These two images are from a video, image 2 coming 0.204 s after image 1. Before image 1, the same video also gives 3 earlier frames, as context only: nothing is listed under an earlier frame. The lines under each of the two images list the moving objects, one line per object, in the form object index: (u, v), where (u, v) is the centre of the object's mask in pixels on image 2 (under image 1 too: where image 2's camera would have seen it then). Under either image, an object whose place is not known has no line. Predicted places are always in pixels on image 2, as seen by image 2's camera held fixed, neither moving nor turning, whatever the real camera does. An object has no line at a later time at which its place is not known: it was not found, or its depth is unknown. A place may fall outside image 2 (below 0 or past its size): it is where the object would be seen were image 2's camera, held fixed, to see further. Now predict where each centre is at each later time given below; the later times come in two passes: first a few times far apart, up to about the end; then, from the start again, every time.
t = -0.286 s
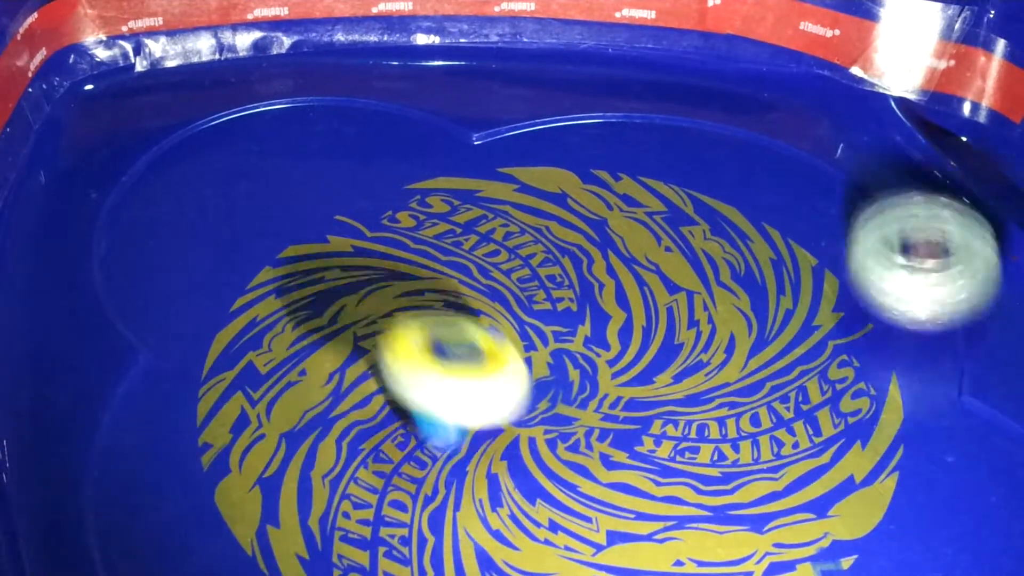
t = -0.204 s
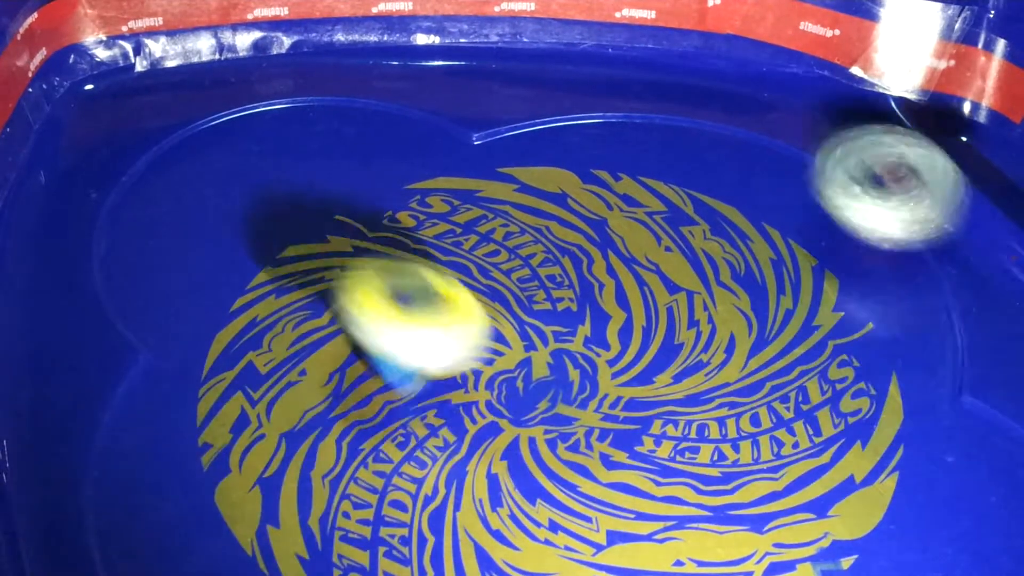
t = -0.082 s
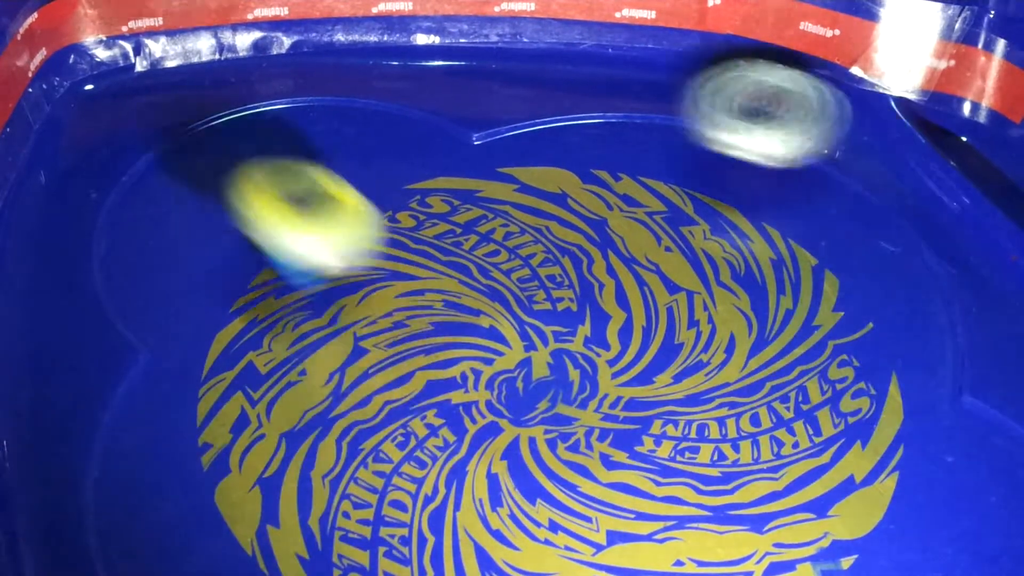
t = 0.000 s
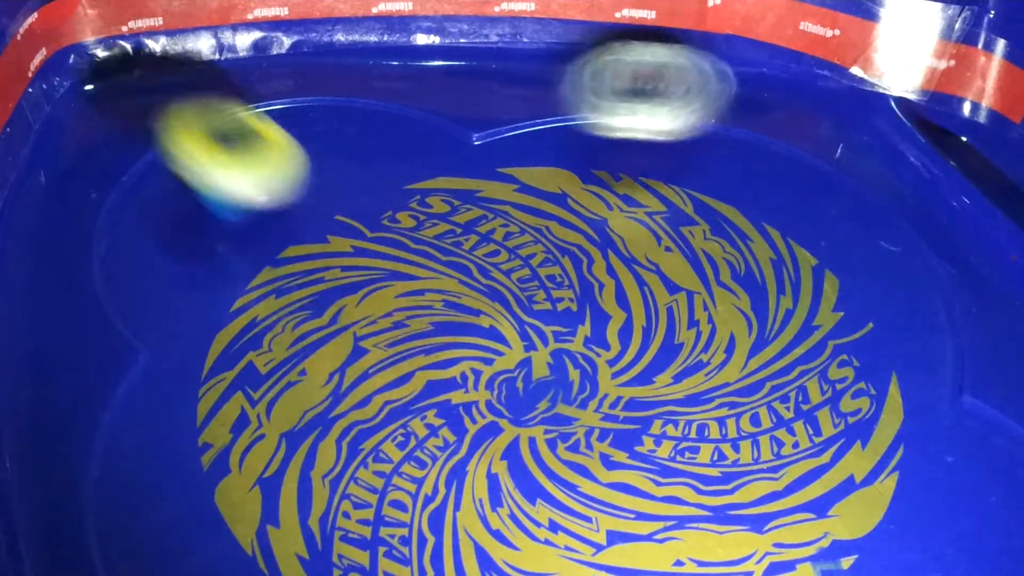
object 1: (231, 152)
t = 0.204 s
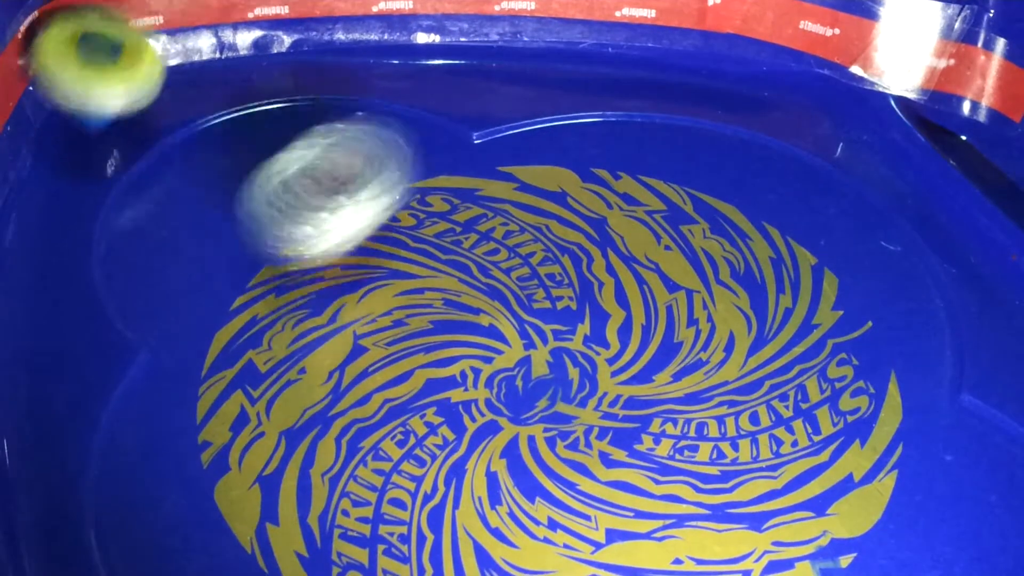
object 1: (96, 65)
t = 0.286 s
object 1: (78, 99)
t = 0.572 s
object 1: (118, 83)
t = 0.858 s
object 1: (256, 45)
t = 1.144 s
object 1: (383, 126)
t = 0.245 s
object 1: (86, 85)
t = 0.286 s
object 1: (78, 99)
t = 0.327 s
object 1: (74, 109)
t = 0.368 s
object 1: (73, 115)
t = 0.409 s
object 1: (75, 116)
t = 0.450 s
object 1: (81, 111)
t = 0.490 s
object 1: (91, 103)
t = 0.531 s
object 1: (103, 94)
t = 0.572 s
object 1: (118, 83)
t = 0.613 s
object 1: (132, 74)
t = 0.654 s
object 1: (149, 65)
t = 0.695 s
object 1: (167, 57)
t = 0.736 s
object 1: (186, 52)
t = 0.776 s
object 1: (207, 48)
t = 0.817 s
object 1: (232, 46)
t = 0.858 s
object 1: (256, 45)
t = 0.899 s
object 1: (277, 47)
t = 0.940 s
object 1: (296, 57)
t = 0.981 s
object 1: (313, 70)
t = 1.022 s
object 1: (328, 83)
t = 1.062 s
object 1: (345, 97)
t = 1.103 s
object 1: (363, 112)
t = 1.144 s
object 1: (383, 126)
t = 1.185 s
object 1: (404, 141)
